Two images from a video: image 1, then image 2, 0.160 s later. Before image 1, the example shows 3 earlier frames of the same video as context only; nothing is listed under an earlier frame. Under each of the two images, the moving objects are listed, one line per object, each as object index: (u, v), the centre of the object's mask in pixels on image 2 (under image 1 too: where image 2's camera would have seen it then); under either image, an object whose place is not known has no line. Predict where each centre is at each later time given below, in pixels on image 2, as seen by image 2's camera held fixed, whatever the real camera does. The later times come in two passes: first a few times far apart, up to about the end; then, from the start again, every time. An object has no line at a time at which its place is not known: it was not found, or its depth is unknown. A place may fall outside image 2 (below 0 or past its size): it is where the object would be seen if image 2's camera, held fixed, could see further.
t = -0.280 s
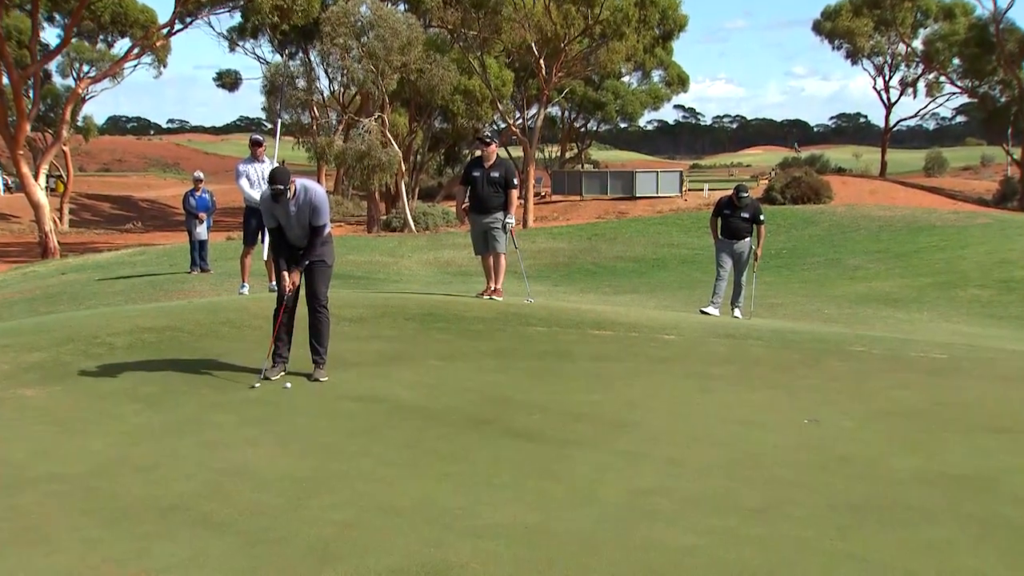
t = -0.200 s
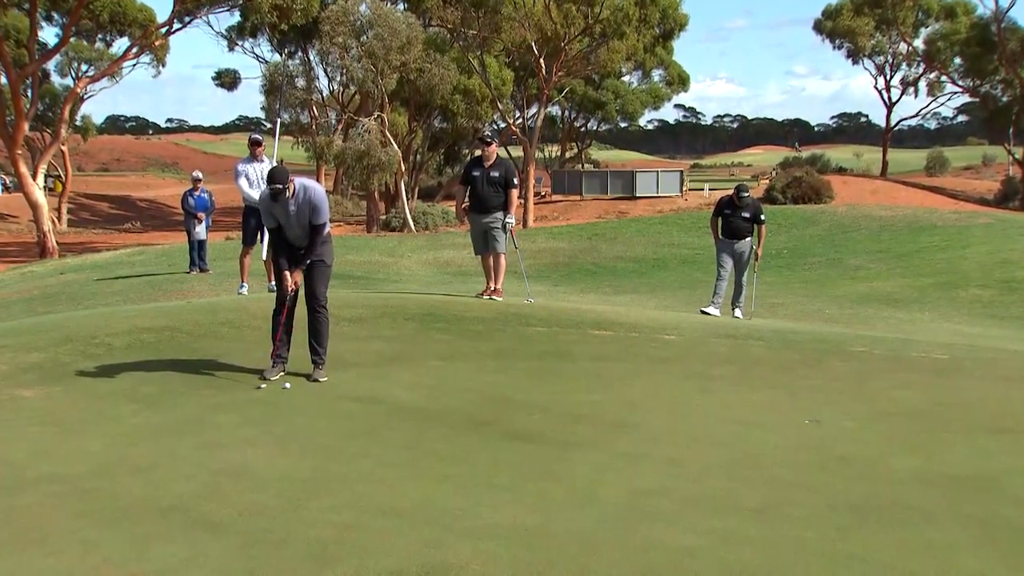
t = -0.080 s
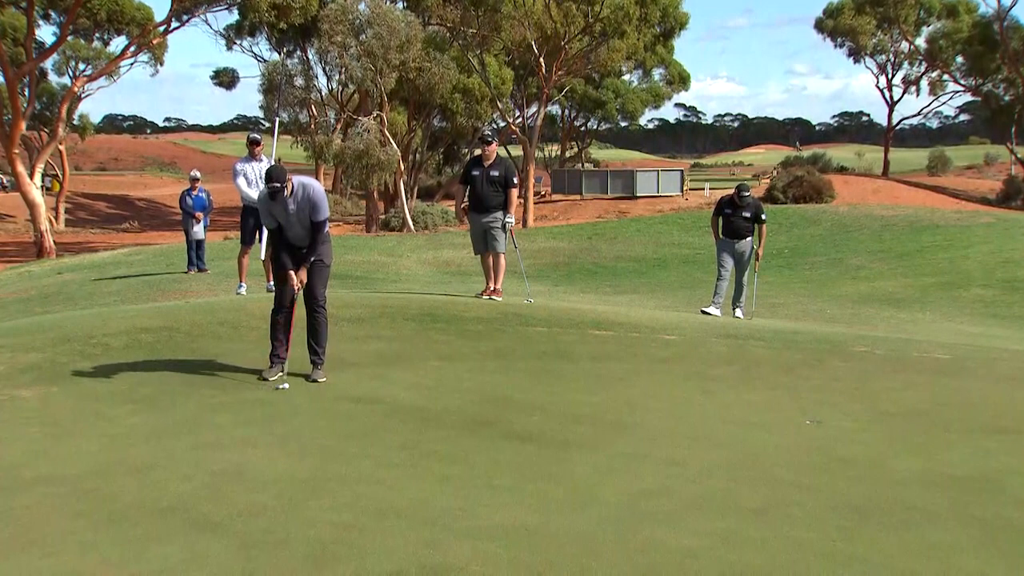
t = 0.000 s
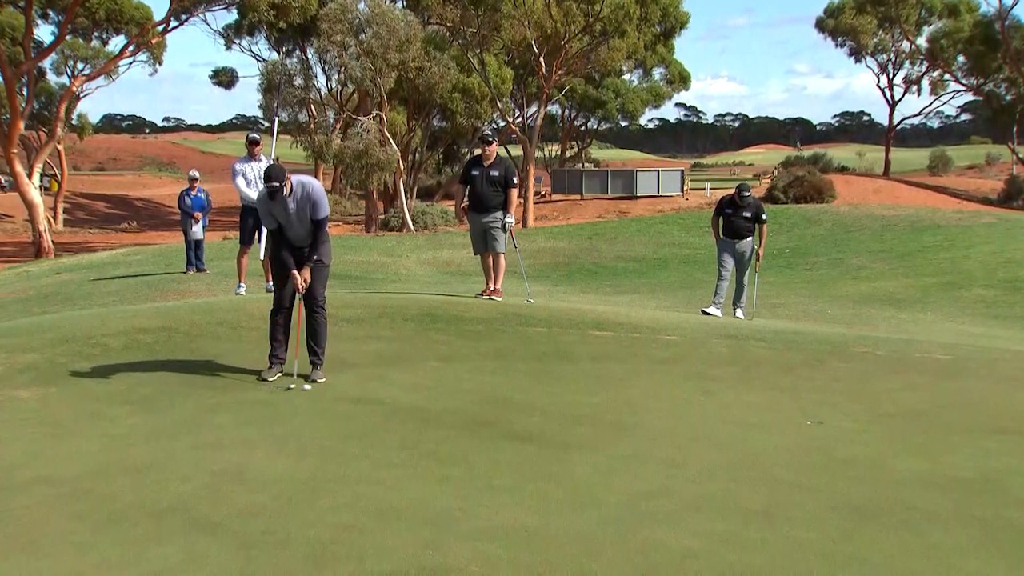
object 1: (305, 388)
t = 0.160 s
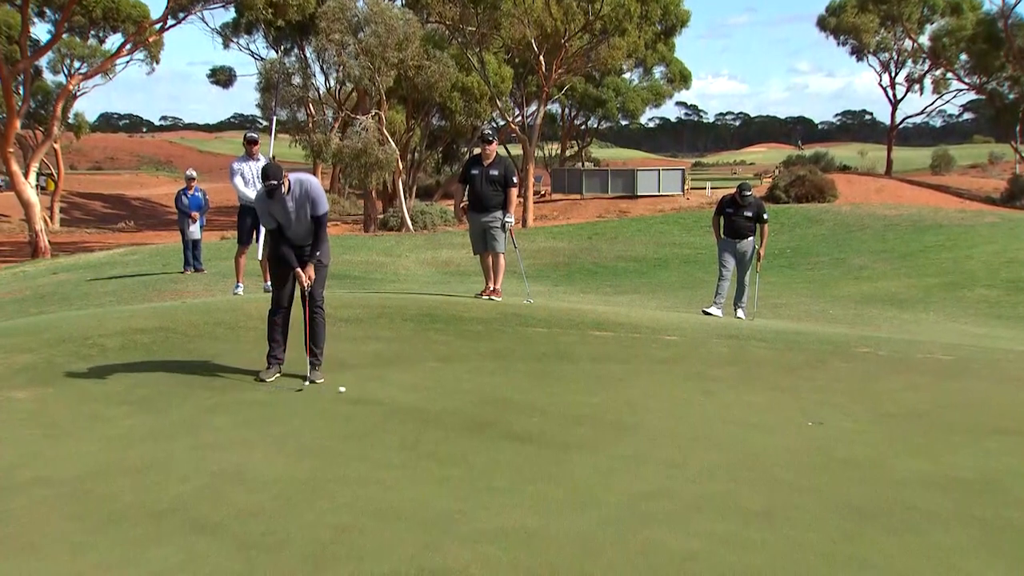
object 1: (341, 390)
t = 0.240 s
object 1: (358, 391)
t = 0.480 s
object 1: (408, 393)
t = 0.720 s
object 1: (456, 396)
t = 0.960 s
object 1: (501, 399)
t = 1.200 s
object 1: (544, 402)
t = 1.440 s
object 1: (585, 405)
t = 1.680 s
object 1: (624, 407)
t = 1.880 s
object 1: (655, 409)
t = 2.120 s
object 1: (690, 411)
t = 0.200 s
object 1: (350, 390)
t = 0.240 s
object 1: (358, 391)
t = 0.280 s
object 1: (366, 391)
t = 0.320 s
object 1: (375, 391)
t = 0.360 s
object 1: (383, 392)
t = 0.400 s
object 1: (392, 393)
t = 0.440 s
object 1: (400, 393)
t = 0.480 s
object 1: (408, 393)
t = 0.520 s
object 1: (416, 394)
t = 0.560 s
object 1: (424, 395)
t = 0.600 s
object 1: (432, 395)
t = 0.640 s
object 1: (440, 396)
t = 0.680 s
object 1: (448, 396)
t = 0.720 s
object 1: (456, 396)
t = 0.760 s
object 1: (463, 397)
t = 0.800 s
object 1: (471, 397)
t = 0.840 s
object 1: (479, 397)
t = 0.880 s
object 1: (486, 398)
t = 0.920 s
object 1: (493, 399)
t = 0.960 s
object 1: (501, 399)
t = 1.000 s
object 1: (508, 399)
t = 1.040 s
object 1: (515, 400)
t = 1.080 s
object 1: (522, 401)
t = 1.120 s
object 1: (529, 401)
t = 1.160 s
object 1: (536, 401)
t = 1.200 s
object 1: (544, 402)
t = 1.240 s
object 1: (550, 402)
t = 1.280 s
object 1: (558, 403)
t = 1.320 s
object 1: (565, 403)
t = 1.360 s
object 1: (571, 404)
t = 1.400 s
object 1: (578, 404)
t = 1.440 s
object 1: (585, 405)
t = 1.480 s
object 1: (591, 405)
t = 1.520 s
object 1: (598, 405)
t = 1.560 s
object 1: (605, 406)
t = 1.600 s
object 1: (611, 406)
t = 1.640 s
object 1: (617, 407)
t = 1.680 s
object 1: (624, 407)
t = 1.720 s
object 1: (630, 407)
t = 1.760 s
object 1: (637, 408)
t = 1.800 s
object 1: (643, 408)
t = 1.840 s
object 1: (649, 408)
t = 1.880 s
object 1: (655, 409)
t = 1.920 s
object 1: (662, 409)
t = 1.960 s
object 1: (667, 410)
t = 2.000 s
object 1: (673, 410)
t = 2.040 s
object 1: (679, 410)
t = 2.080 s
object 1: (685, 411)
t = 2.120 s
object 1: (690, 411)
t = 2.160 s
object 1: (696, 412)
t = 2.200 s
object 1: (702, 412)
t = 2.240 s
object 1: (707, 412)
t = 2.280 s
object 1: (713, 413)
